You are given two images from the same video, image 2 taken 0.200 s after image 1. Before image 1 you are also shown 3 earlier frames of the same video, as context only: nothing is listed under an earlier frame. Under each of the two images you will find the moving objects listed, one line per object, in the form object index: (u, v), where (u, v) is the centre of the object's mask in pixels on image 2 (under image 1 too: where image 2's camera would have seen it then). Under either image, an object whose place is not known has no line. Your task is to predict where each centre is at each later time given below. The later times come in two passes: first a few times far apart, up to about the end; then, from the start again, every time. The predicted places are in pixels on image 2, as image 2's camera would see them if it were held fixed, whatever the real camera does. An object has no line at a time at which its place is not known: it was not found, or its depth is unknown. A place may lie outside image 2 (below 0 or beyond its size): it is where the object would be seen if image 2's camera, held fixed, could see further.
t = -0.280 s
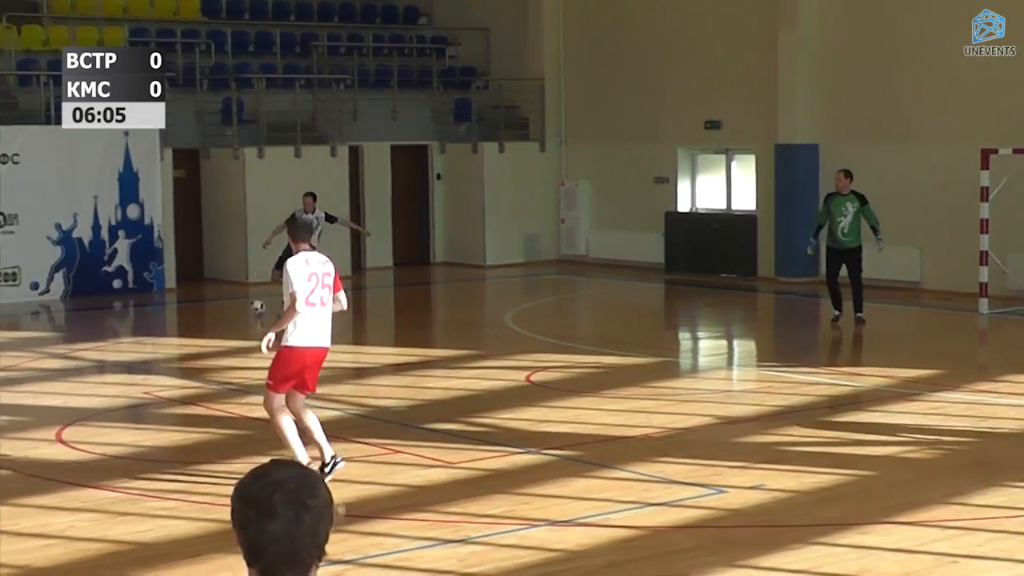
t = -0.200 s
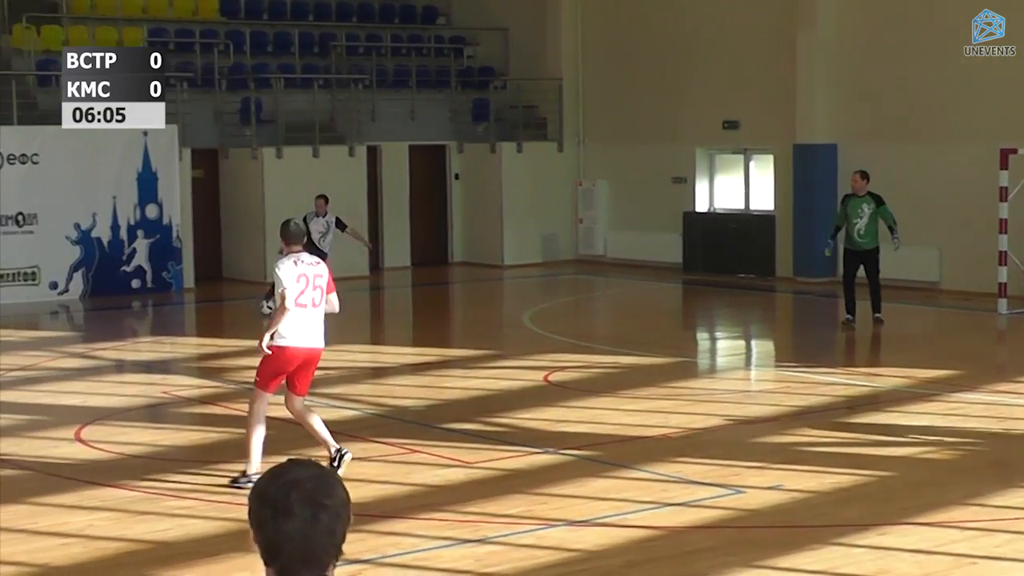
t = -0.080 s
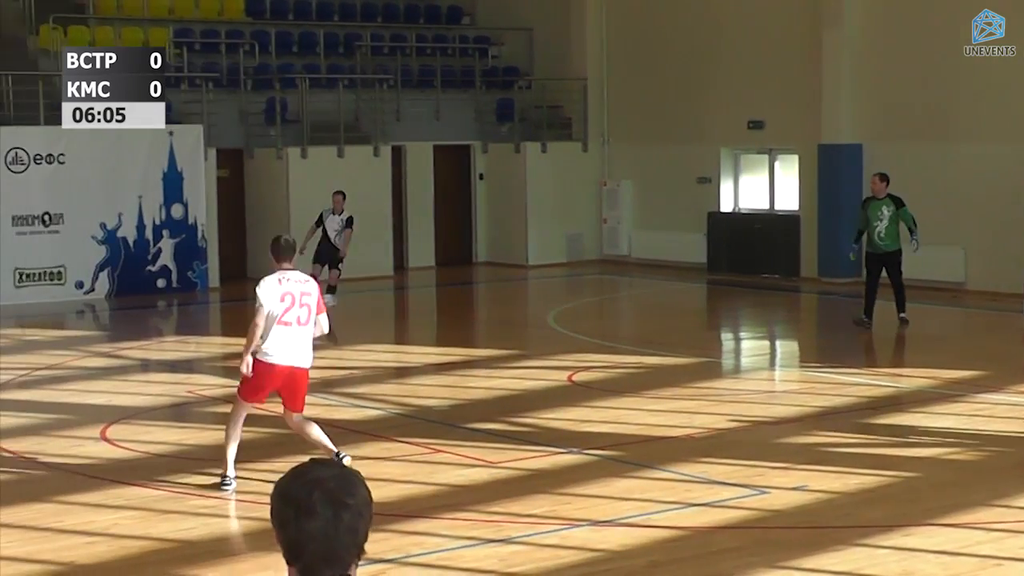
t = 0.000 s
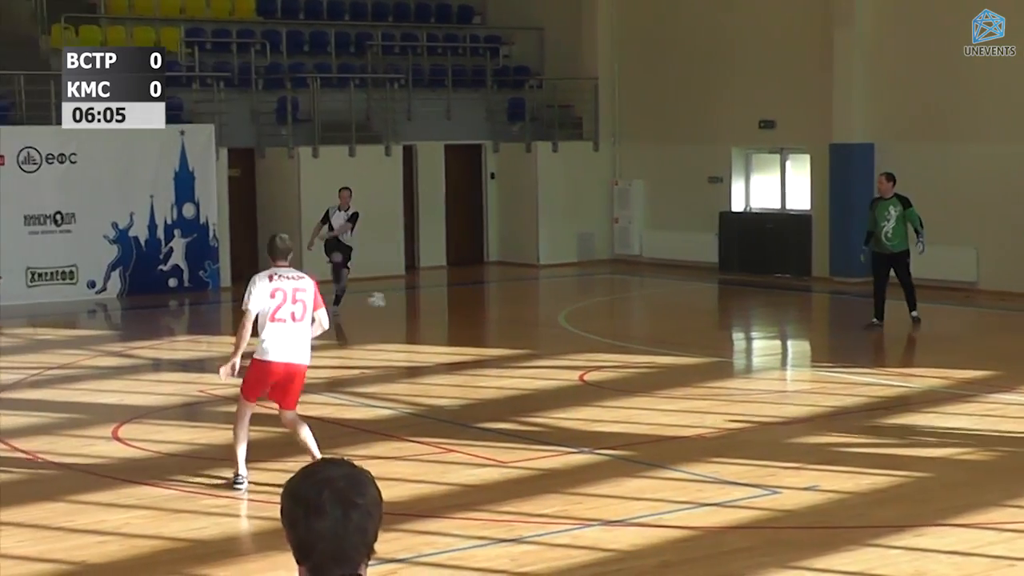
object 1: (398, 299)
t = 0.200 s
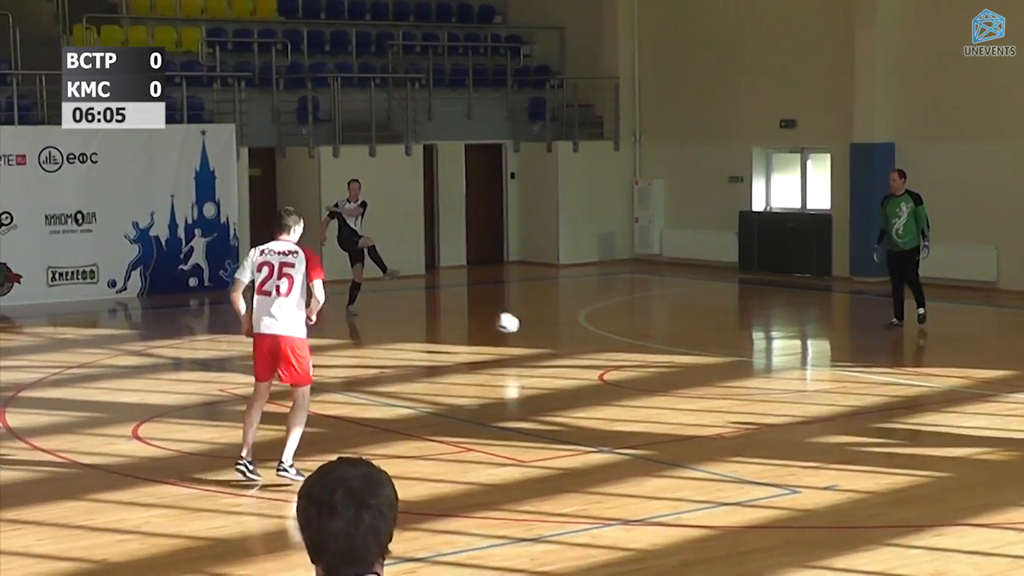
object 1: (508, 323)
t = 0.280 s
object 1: (559, 344)
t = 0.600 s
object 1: (792, 399)
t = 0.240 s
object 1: (534, 332)
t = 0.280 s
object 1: (559, 344)
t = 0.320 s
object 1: (588, 356)
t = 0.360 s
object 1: (614, 370)
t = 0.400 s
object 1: (641, 368)
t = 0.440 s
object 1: (668, 371)
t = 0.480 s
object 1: (697, 375)
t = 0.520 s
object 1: (729, 380)
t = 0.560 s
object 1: (759, 388)
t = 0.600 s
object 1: (792, 399)
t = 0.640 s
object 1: (827, 412)
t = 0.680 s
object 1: (862, 423)
